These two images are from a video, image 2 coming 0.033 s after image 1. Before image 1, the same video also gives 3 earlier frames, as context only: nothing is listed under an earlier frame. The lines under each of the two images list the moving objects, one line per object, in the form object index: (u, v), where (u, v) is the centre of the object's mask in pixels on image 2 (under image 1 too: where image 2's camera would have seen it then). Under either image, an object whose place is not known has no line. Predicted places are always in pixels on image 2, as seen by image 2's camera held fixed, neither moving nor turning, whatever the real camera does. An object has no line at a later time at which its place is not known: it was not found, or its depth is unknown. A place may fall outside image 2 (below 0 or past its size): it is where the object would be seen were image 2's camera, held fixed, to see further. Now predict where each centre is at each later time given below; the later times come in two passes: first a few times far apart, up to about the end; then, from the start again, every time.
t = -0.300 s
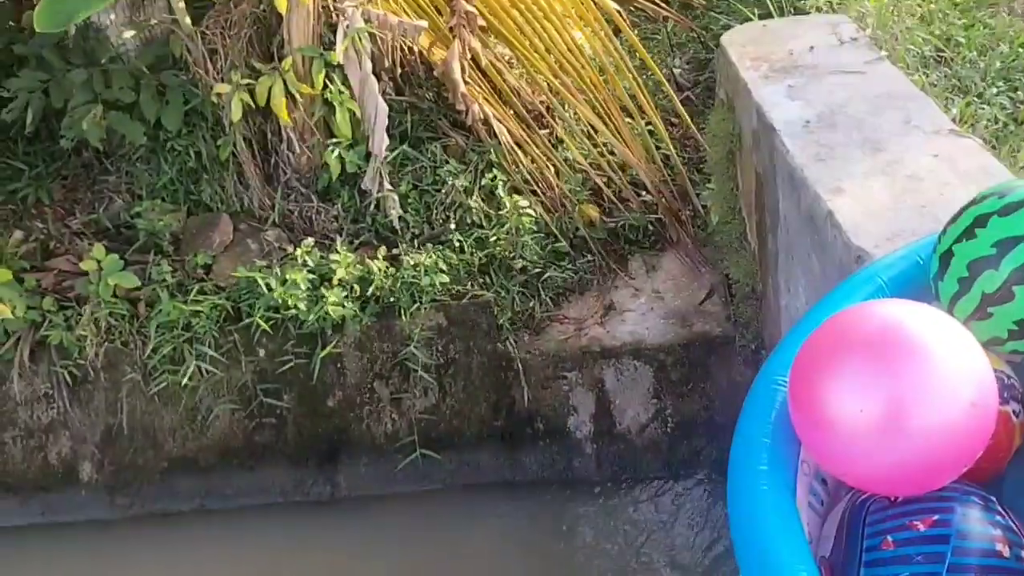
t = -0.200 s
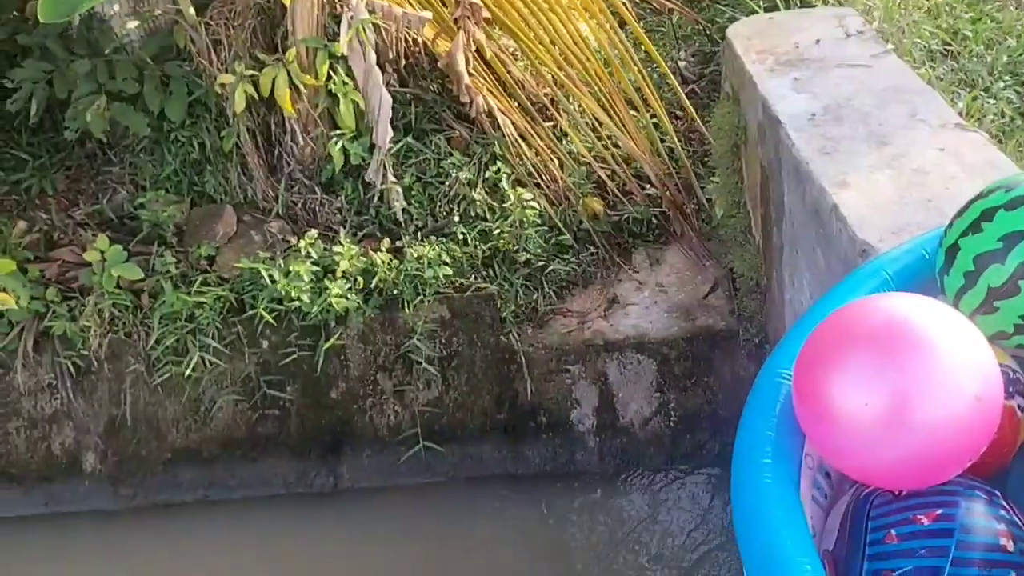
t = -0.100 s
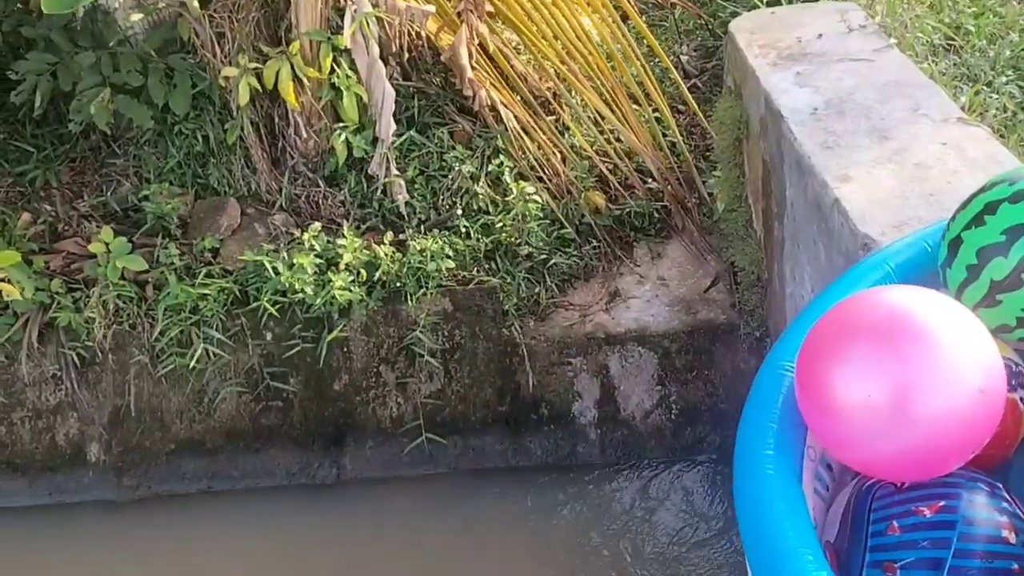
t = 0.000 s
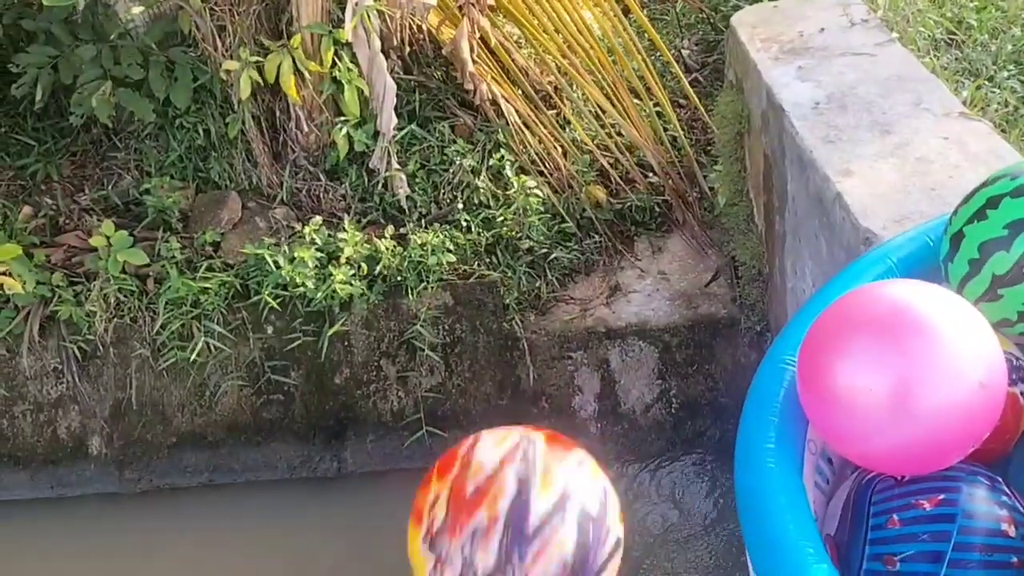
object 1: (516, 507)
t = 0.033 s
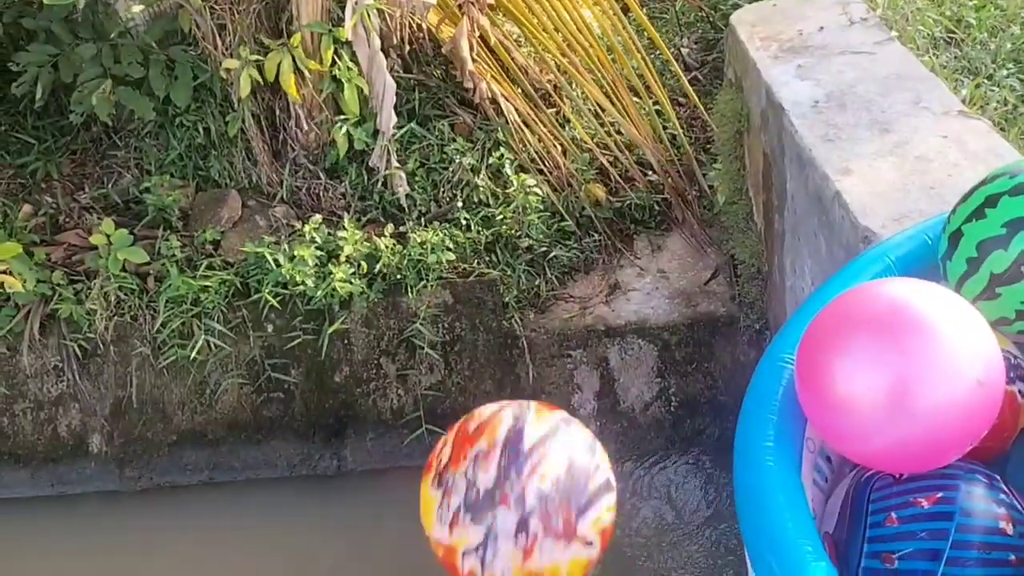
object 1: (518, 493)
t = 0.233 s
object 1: (547, 498)
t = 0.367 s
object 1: (568, 566)
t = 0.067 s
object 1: (522, 480)
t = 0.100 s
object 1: (527, 470)
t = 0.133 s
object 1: (532, 468)
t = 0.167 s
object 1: (537, 473)
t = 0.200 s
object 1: (542, 484)
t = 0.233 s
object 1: (547, 498)
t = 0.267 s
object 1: (552, 515)
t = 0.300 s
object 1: (558, 535)
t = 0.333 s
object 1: (564, 551)
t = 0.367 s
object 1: (568, 566)
